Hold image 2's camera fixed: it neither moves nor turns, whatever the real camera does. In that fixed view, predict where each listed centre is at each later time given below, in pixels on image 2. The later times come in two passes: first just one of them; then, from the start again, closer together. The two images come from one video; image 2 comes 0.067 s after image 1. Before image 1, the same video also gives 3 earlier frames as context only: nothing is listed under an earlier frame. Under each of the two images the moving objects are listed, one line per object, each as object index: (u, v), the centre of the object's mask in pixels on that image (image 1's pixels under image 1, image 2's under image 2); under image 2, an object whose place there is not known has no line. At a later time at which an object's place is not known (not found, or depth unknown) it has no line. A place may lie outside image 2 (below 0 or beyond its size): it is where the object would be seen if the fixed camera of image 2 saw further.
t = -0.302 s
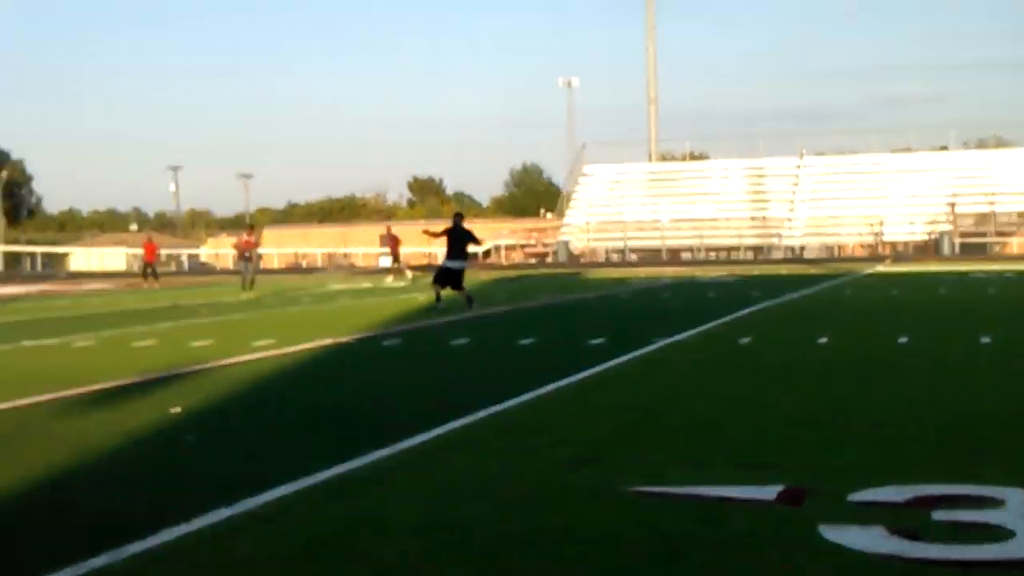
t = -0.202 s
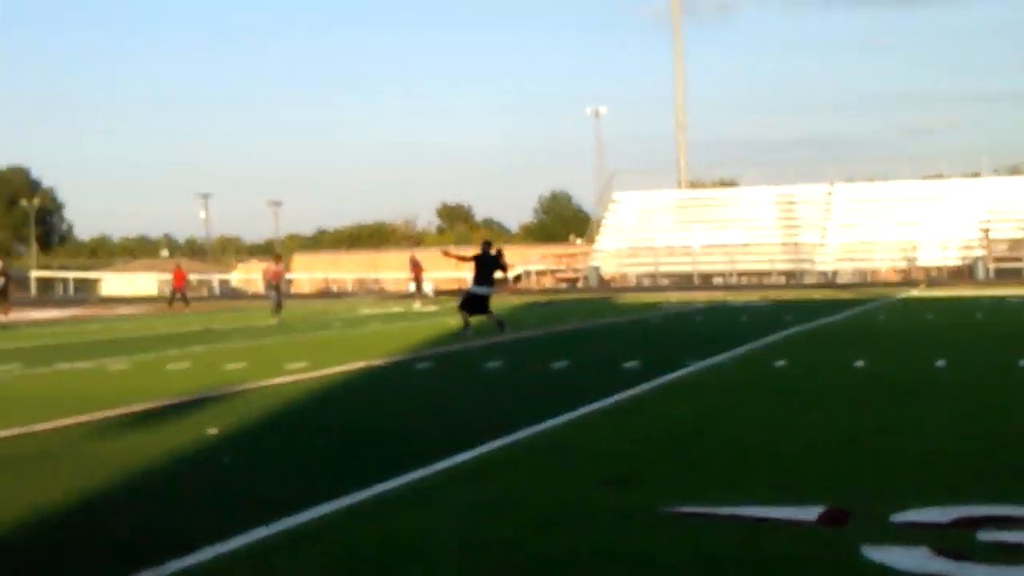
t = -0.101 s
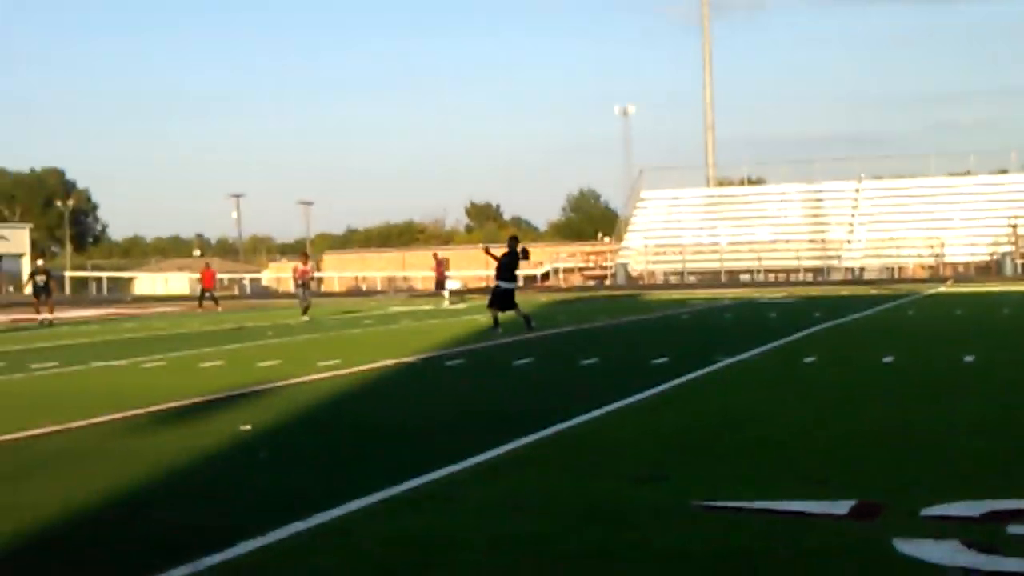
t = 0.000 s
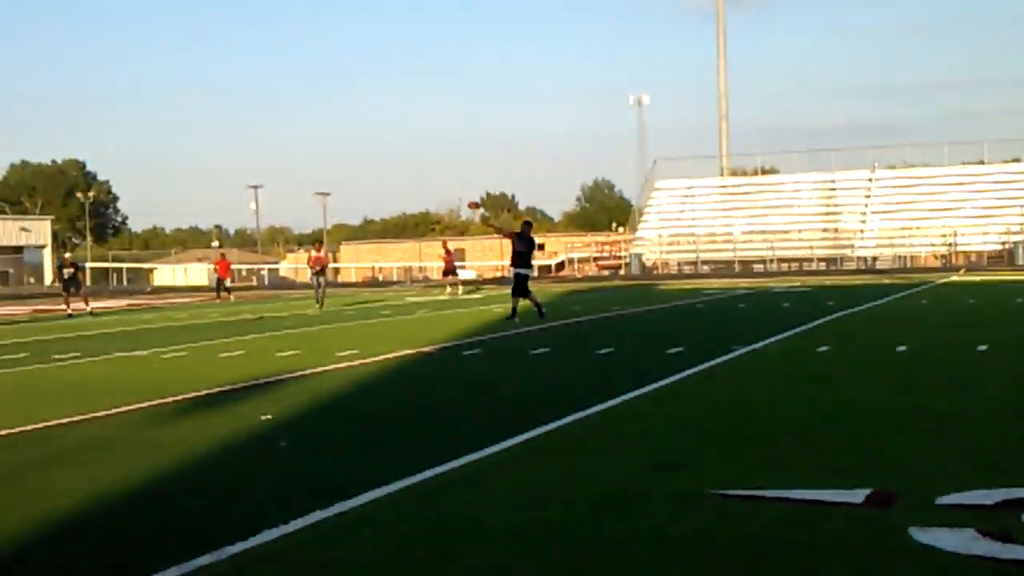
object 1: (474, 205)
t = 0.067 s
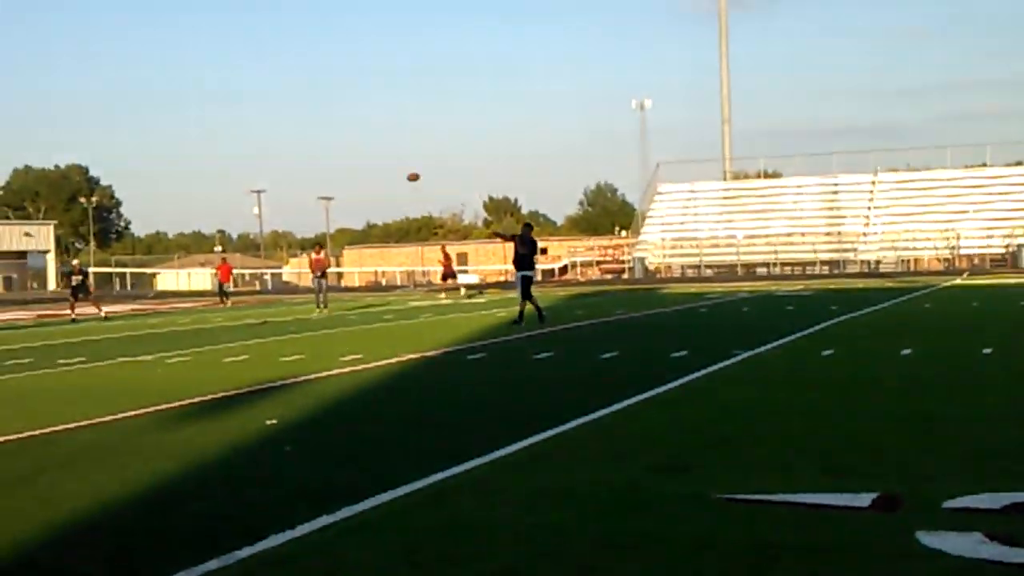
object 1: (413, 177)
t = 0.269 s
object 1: (210, 87)
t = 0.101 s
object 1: (381, 159)
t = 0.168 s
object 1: (315, 130)
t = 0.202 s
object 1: (280, 116)
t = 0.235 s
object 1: (245, 101)
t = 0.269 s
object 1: (210, 87)
